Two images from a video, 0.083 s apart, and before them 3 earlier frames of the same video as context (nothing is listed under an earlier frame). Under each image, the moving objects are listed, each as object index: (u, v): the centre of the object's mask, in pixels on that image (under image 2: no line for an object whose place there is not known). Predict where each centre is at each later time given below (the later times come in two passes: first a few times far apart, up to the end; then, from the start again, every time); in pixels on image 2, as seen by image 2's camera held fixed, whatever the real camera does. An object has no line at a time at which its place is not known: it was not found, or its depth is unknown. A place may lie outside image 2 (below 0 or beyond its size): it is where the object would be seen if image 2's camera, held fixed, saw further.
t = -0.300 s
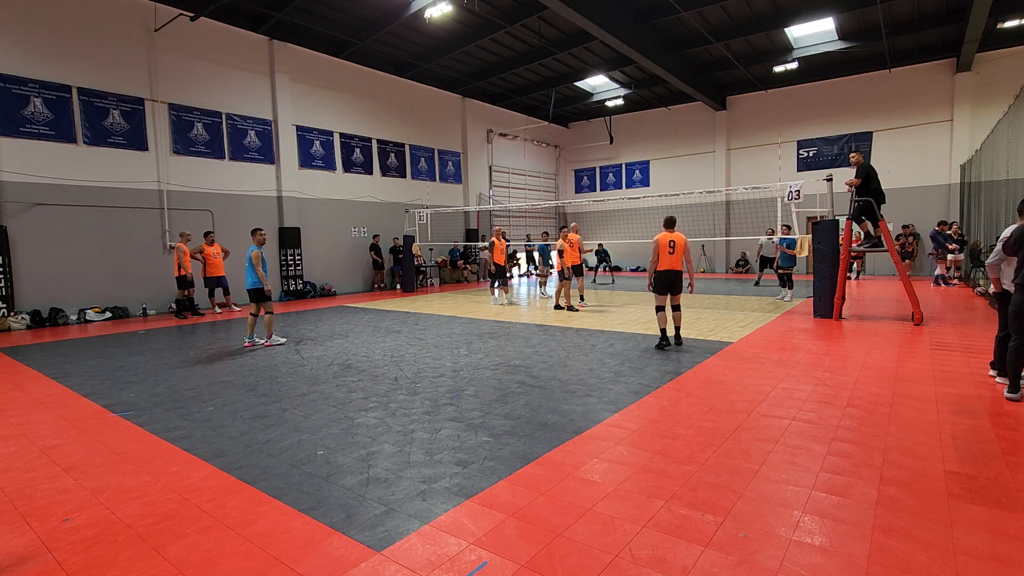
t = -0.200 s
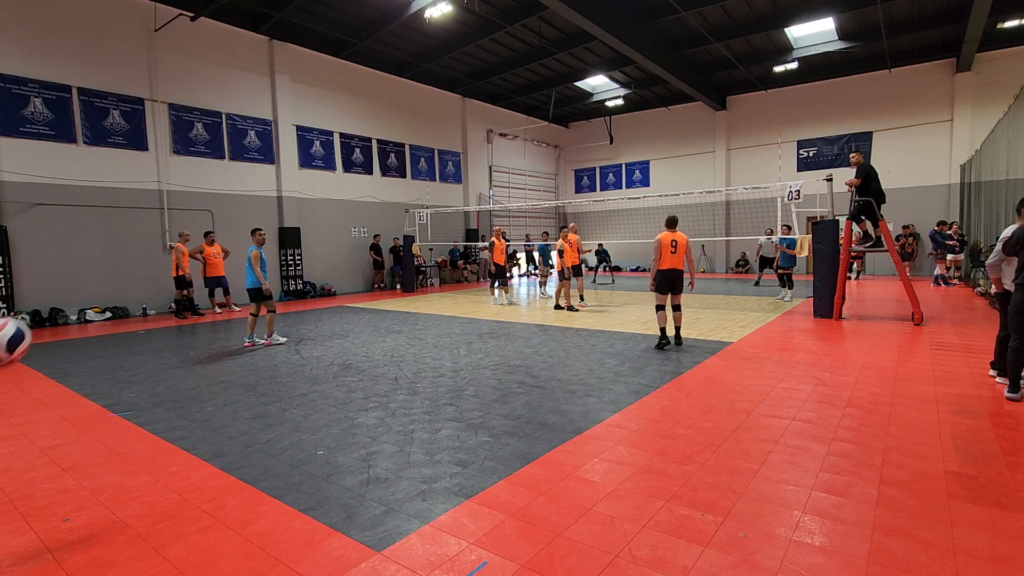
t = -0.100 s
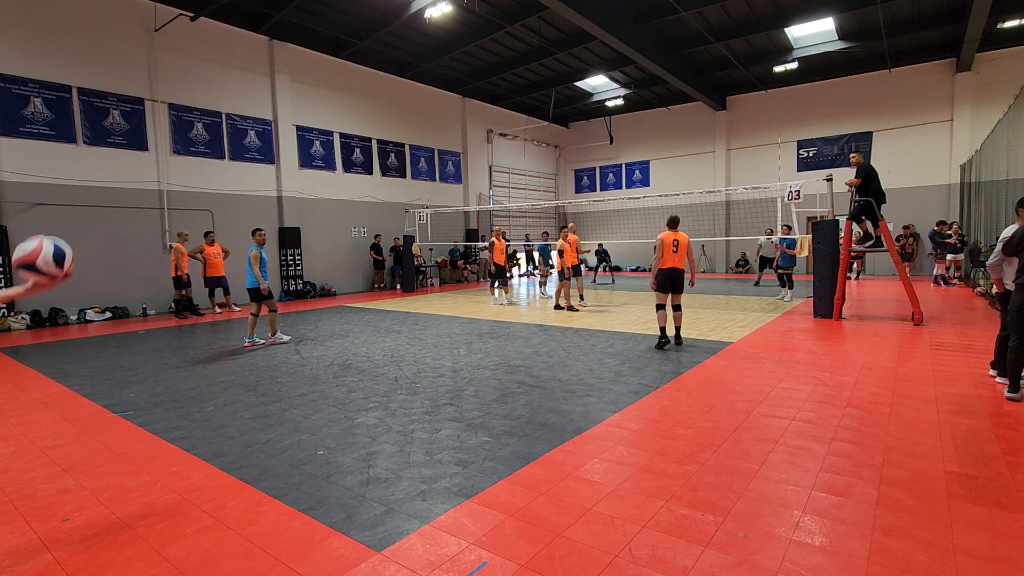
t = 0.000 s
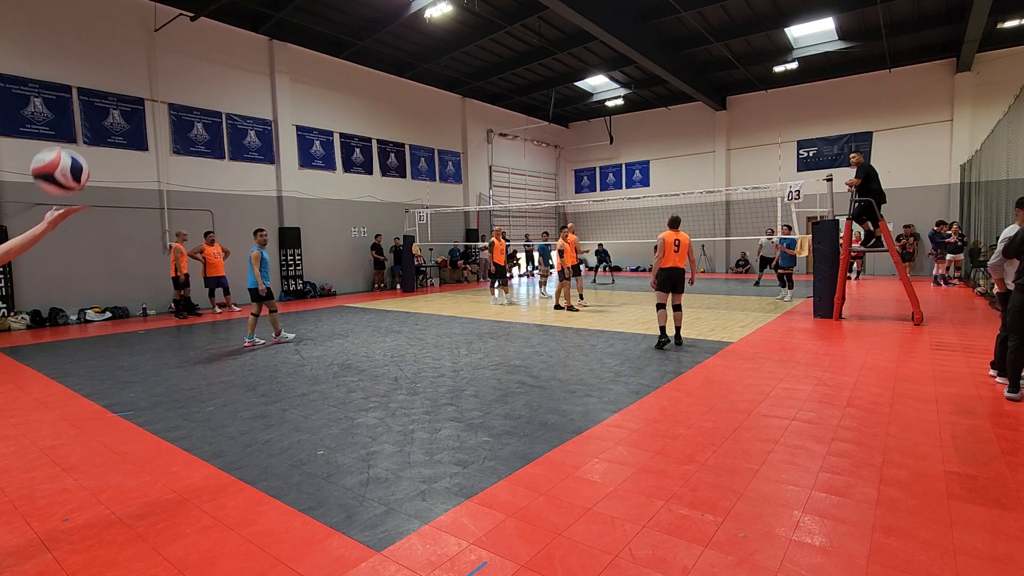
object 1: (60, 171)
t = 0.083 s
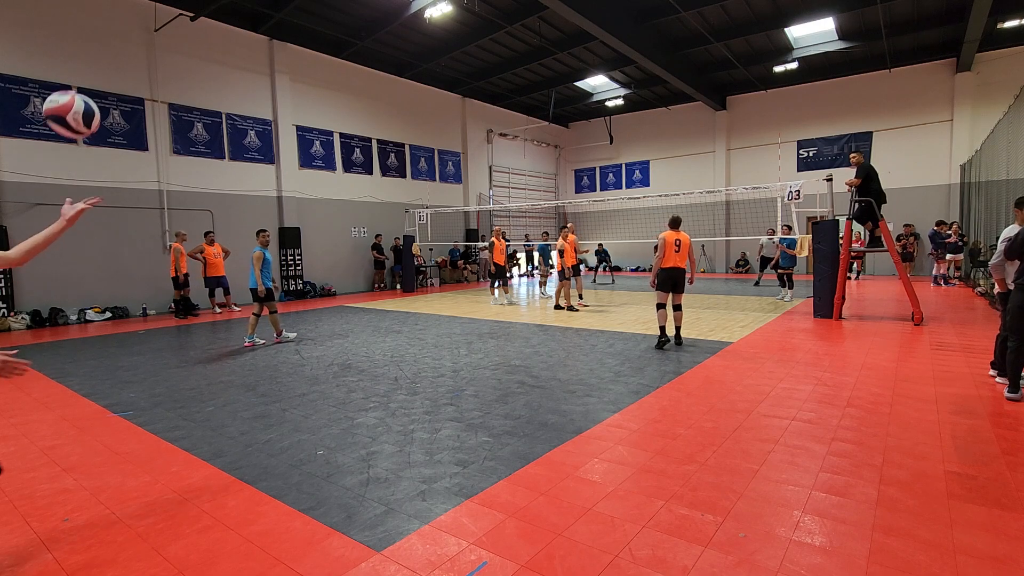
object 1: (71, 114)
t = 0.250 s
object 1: (96, 47)
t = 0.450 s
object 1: (128, 43)
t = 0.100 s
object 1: (74, 105)
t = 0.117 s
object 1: (76, 96)
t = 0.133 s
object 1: (79, 88)
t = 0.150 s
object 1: (81, 80)
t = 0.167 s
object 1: (83, 73)
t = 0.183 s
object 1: (86, 67)
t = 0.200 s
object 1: (89, 61)
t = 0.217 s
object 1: (91, 56)
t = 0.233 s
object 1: (94, 51)
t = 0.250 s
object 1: (96, 47)
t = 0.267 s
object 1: (99, 44)
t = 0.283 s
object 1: (101, 41)
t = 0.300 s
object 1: (104, 39)
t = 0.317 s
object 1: (107, 37)
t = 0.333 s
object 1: (109, 36)
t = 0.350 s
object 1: (112, 35)
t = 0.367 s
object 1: (115, 35)
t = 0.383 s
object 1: (117, 36)
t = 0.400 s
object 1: (120, 37)
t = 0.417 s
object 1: (123, 38)
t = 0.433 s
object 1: (126, 40)
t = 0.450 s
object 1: (128, 43)
